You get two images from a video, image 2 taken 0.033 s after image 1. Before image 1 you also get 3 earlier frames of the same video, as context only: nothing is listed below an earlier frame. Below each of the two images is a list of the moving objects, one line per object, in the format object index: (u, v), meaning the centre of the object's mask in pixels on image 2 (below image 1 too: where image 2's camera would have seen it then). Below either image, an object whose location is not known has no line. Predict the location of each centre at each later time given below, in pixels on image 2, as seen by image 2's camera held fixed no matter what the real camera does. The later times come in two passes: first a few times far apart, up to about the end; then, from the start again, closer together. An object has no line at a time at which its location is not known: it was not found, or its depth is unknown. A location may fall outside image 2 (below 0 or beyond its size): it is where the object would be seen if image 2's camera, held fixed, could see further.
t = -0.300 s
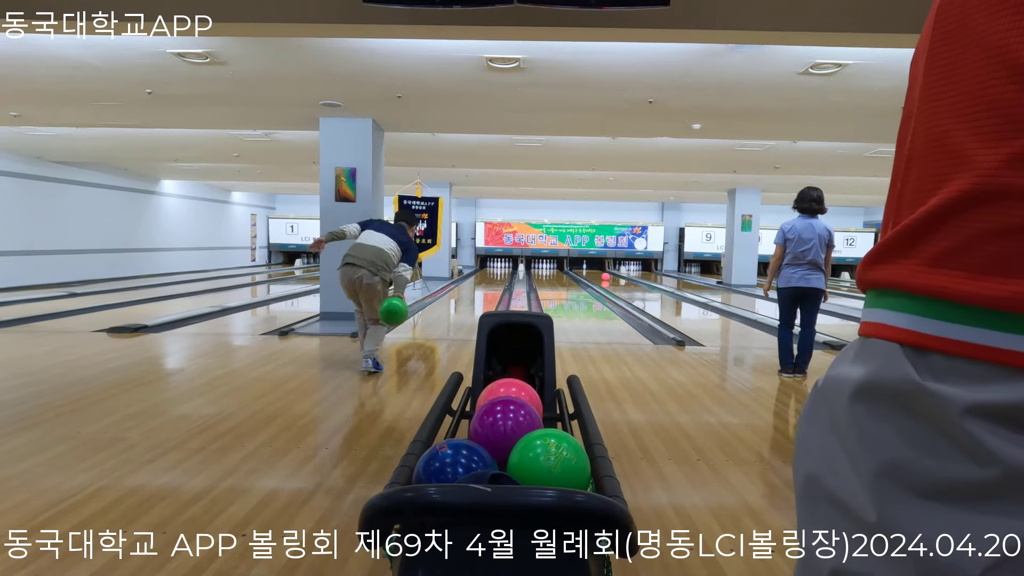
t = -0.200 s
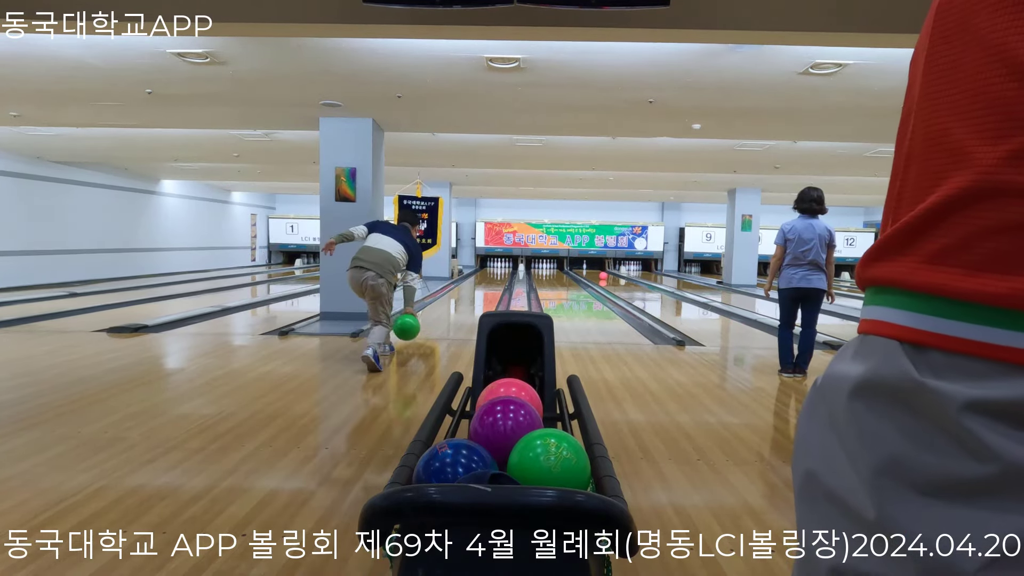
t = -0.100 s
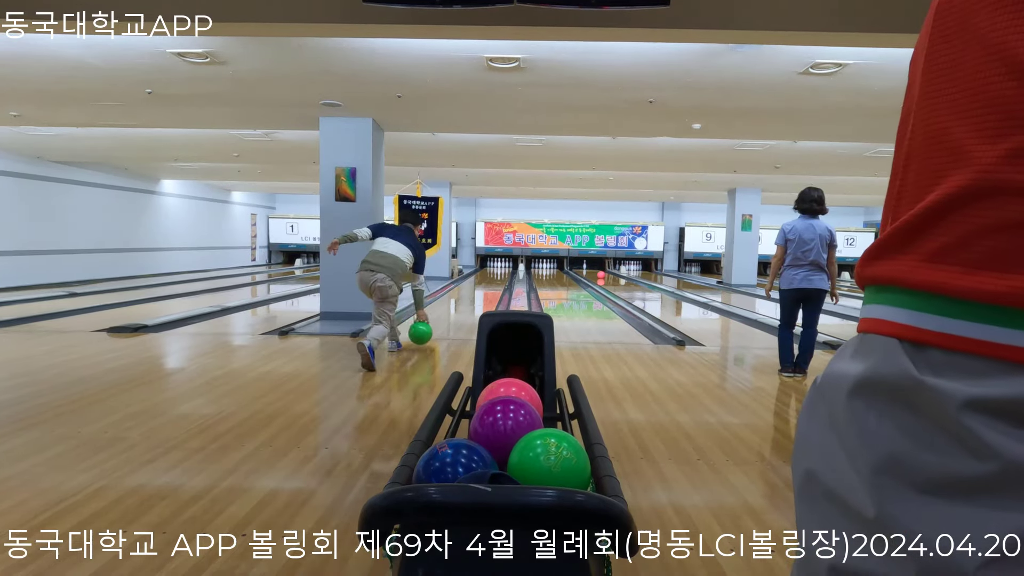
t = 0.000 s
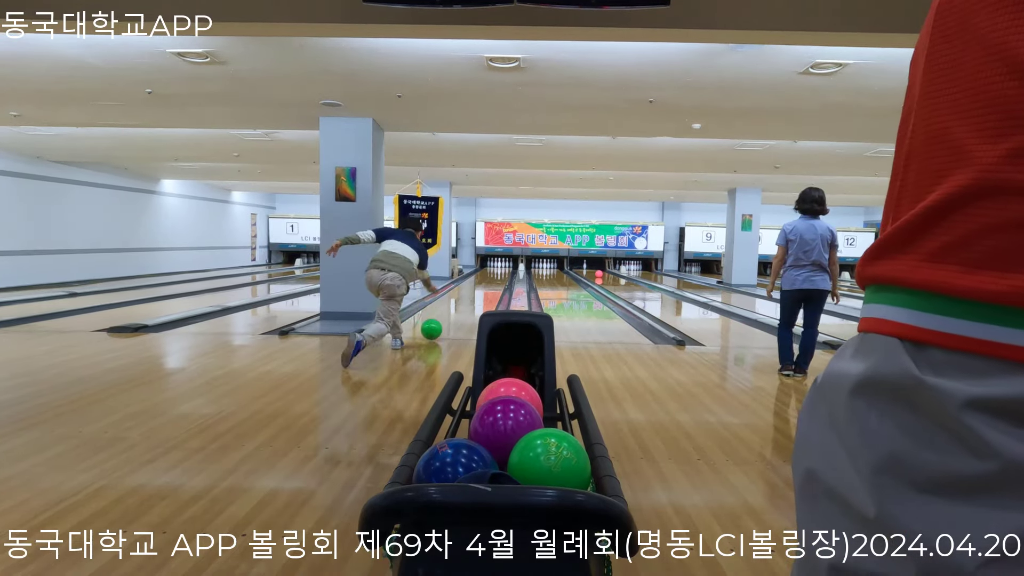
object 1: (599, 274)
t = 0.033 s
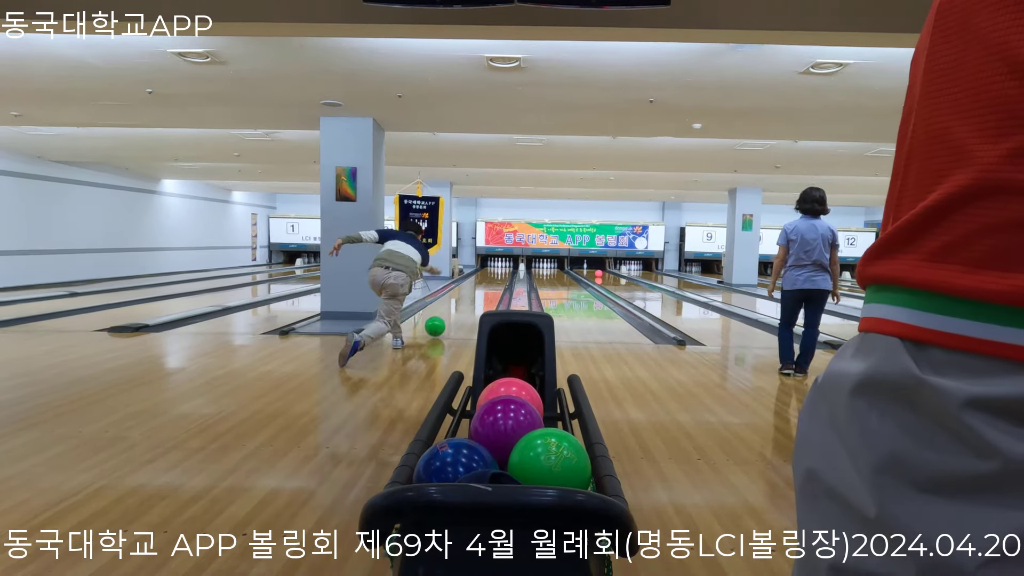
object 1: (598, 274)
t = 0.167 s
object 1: (596, 273)
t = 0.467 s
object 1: (590, 271)
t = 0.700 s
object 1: (587, 270)
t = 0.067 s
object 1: (598, 273)
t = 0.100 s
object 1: (597, 273)
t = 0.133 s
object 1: (596, 273)
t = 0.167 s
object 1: (596, 273)
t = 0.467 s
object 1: (590, 271)
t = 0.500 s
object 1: (590, 271)
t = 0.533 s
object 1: (589, 271)
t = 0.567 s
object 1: (589, 270)
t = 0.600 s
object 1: (588, 270)
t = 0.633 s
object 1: (588, 270)
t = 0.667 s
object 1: (587, 270)
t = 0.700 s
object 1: (587, 270)
